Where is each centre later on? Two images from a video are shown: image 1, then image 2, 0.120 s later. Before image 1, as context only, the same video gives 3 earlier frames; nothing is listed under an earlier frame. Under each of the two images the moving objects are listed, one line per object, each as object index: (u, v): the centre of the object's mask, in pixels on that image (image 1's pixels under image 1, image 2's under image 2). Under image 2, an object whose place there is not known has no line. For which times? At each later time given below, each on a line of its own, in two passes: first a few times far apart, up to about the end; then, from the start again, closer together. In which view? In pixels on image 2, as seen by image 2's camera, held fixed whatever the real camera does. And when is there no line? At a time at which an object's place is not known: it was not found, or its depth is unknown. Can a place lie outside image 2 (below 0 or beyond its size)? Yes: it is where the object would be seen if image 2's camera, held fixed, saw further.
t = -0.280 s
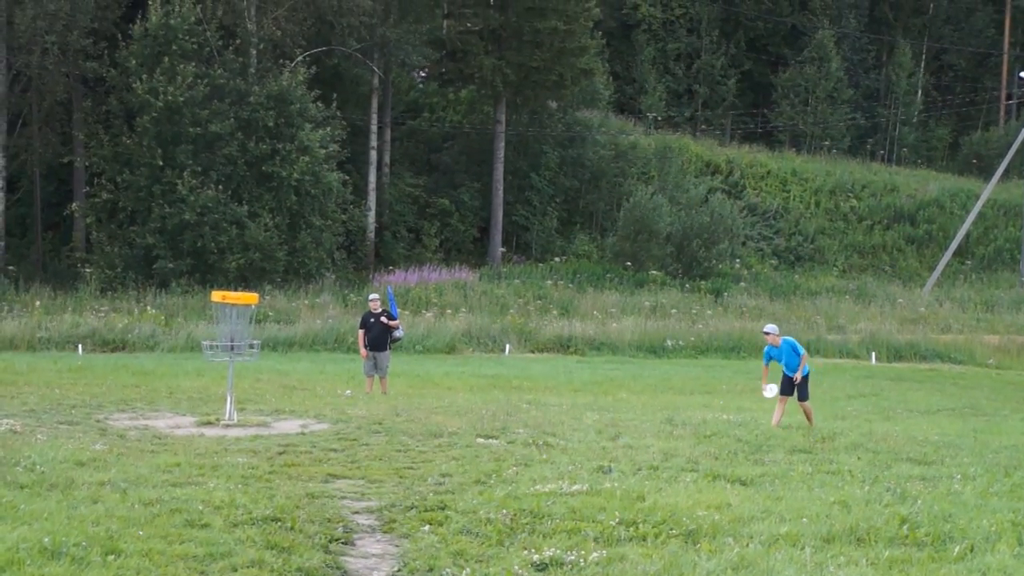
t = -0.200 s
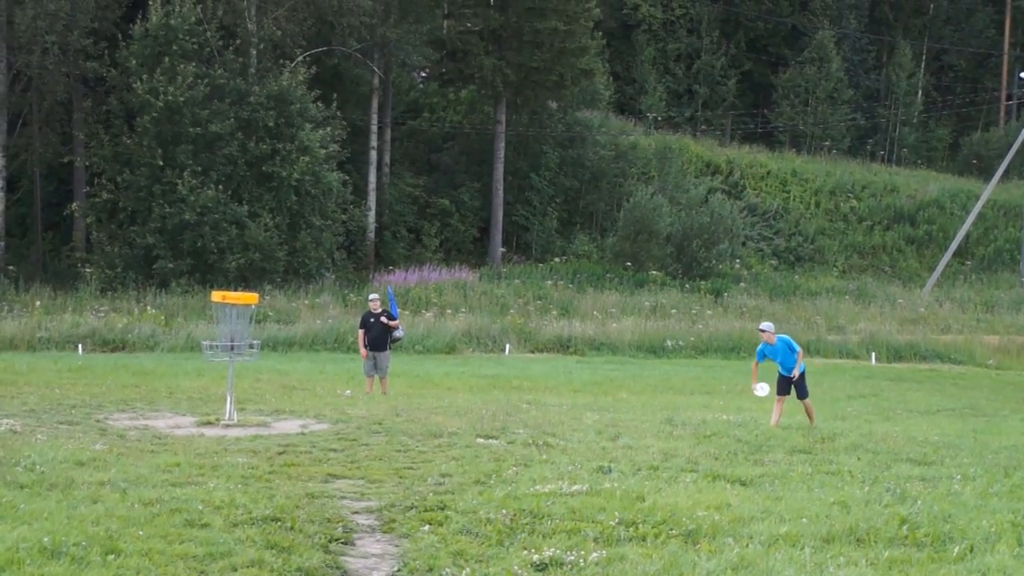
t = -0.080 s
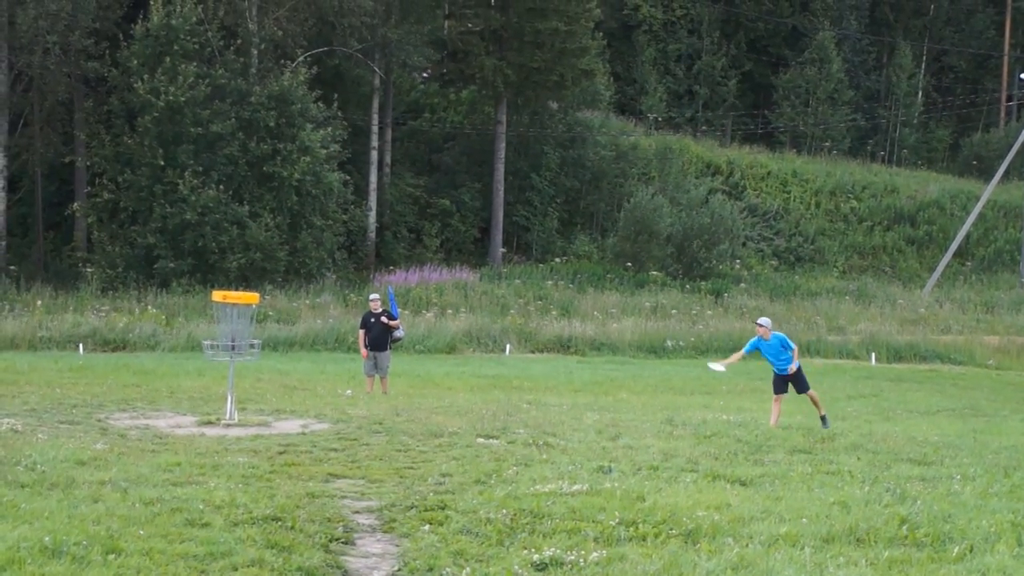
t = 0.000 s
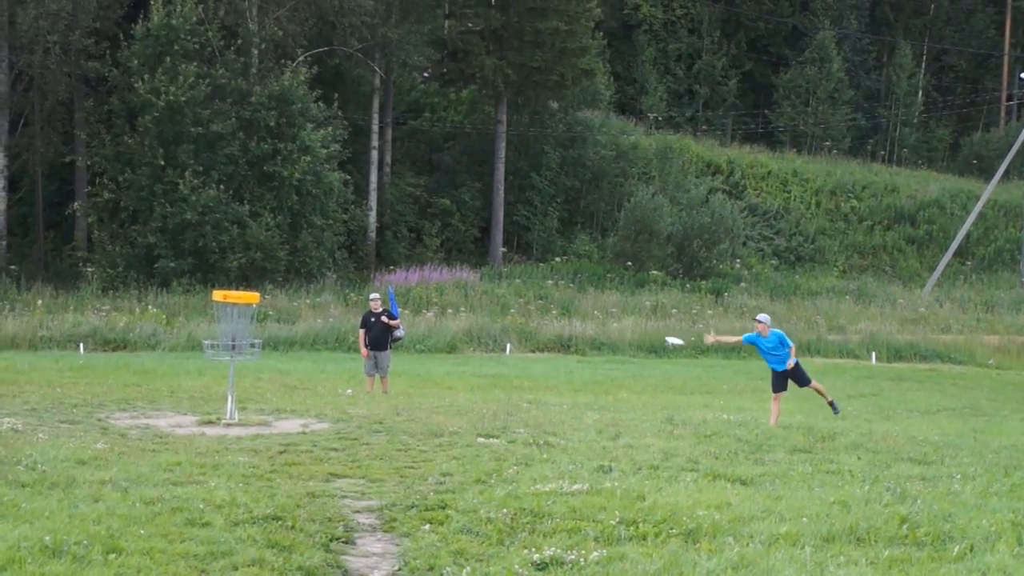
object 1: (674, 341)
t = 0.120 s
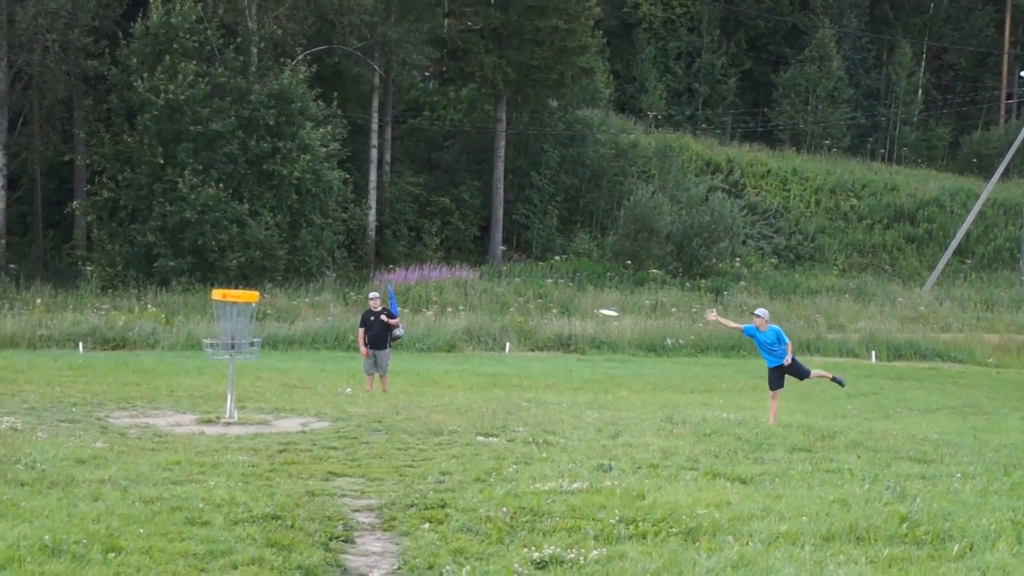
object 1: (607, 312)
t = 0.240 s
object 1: (541, 298)
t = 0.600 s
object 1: (330, 304)
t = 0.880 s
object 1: (187, 333)
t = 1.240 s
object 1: (54, 408)
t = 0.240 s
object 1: (541, 298)
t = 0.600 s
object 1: (330, 304)
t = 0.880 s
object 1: (187, 333)
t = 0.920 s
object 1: (172, 338)
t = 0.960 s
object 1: (157, 345)
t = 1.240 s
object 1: (54, 408)
